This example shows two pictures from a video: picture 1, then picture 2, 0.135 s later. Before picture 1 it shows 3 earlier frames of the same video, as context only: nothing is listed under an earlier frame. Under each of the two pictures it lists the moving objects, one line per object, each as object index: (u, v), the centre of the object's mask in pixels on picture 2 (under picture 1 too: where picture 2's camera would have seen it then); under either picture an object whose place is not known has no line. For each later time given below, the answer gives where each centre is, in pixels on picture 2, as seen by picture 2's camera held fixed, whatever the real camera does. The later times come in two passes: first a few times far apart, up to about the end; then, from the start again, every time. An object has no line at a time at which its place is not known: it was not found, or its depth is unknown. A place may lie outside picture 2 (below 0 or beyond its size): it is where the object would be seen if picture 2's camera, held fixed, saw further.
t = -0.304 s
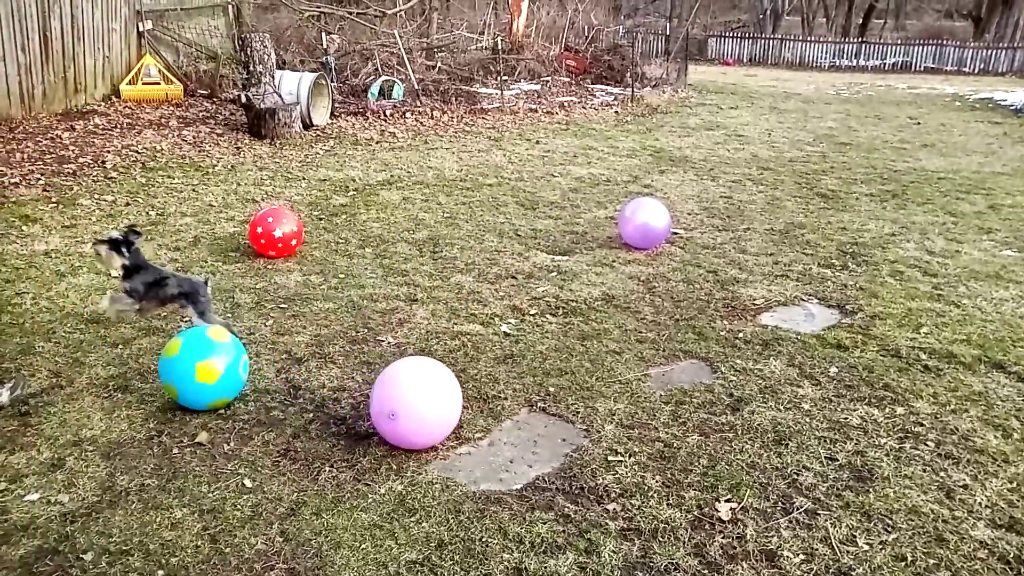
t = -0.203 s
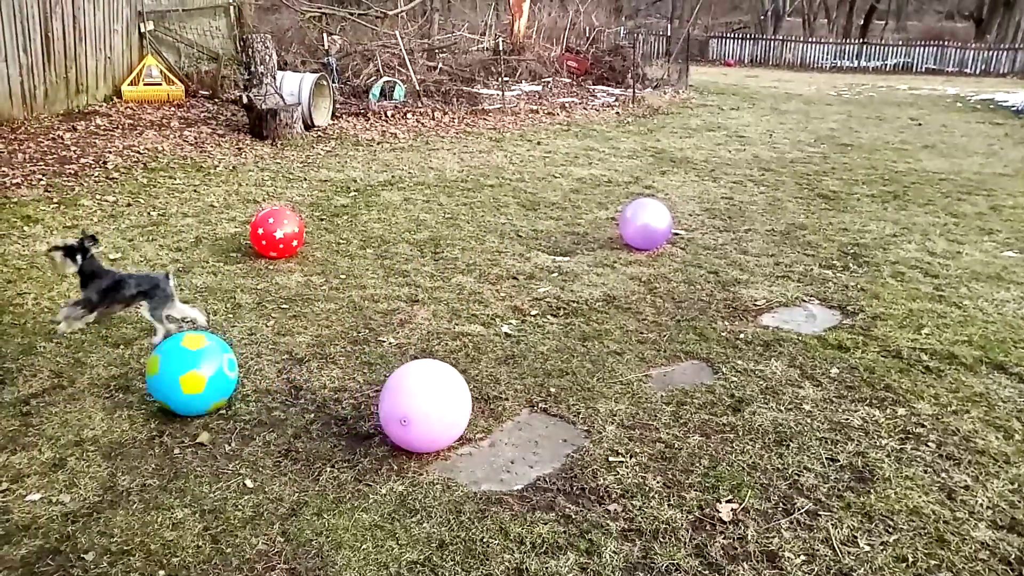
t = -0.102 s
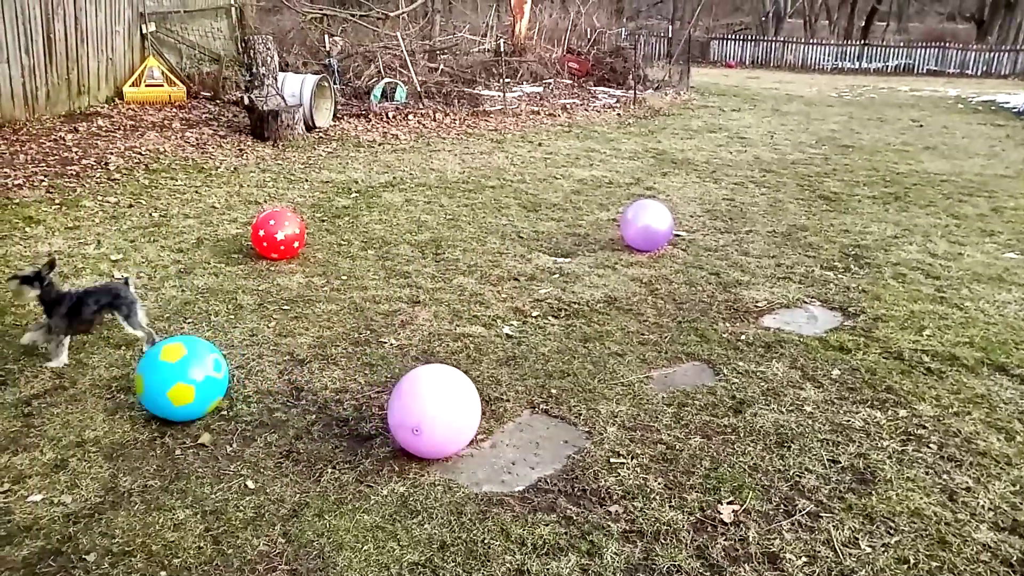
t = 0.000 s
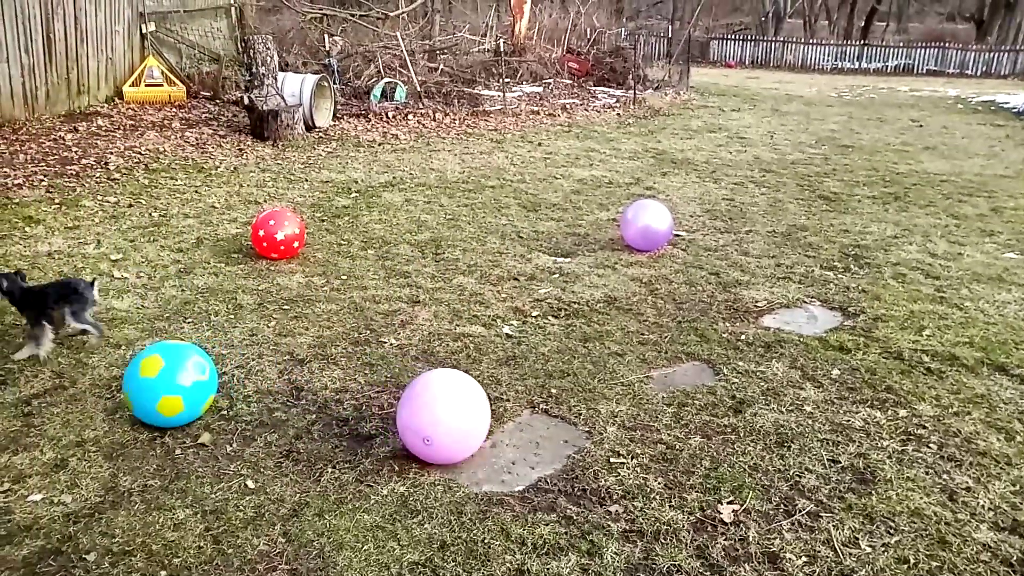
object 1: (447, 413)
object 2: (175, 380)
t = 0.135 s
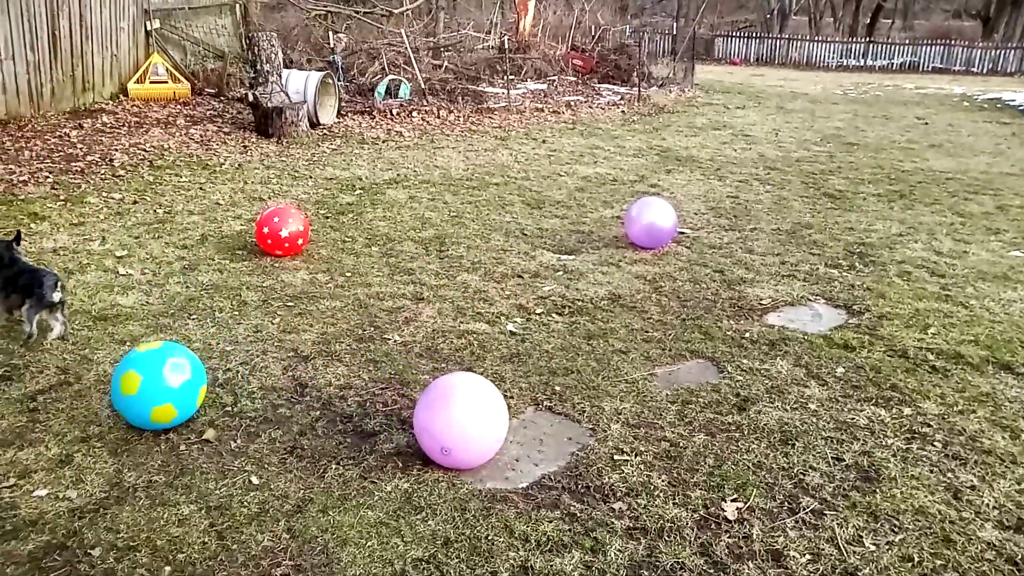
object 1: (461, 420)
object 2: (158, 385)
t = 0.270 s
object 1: (475, 424)
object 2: (144, 390)
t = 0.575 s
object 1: (505, 428)
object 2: (123, 404)
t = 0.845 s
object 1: (530, 427)
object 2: (116, 416)
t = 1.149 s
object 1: (551, 416)
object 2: (114, 430)
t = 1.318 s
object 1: (560, 407)
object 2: (115, 438)
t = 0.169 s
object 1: (465, 421)
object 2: (154, 386)
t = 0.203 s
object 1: (468, 422)
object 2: (151, 388)
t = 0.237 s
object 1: (472, 423)
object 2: (147, 389)
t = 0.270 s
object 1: (475, 424)
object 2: (144, 390)
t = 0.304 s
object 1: (479, 425)
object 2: (141, 391)
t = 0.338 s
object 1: (482, 425)
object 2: (138, 393)
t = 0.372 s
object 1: (486, 426)
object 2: (135, 394)
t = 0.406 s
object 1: (489, 427)
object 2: (133, 395)
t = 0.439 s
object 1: (492, 427)
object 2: (130, 397)
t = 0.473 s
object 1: (496, 427)
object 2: (128, 399)
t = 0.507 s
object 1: (499, 427)
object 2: (126, 400)
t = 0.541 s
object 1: (502, 428)
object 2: (124, 402)
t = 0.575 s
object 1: (505, 428)
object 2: (123, 404)
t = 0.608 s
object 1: (509, 428)
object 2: (122, 405)
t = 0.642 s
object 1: (512, 428)
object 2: (121, 407)
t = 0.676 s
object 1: (515, 428)
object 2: (120, 408)
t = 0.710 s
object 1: (518, 428)
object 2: (119, 410)
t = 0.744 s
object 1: (521, 428)
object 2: (118, 411)
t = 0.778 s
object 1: (524, 428)
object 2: (118, 413)
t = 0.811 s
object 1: (528, 428)
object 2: (117, 414)
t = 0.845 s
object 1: (530, 427)
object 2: (116, 416)
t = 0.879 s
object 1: (533, 427)
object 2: (116, 418)
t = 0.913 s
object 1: (536, 426)
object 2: (115, 419)
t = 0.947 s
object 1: (538, 425)
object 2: (115, 420)
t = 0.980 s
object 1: (540, 424)
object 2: (114, 422)
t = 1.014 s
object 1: (543, 422)
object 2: (114, 423)
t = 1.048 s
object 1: (545, 421)
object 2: (114, 425)
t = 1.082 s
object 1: (547, 419)
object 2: (114, 426)
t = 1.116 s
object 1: (549, 417)
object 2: (114, 428)
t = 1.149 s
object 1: (551, 416)
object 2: (114, 430)
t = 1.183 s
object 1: (553, 414)
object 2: (114, 431)
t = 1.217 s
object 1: (555, 412)
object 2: (114, 433)
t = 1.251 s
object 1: (557, 411)
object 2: (114, 435)
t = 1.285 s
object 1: (559, 409)
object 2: (114, 437)
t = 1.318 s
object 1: (560, 407)
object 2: (115, 438)
